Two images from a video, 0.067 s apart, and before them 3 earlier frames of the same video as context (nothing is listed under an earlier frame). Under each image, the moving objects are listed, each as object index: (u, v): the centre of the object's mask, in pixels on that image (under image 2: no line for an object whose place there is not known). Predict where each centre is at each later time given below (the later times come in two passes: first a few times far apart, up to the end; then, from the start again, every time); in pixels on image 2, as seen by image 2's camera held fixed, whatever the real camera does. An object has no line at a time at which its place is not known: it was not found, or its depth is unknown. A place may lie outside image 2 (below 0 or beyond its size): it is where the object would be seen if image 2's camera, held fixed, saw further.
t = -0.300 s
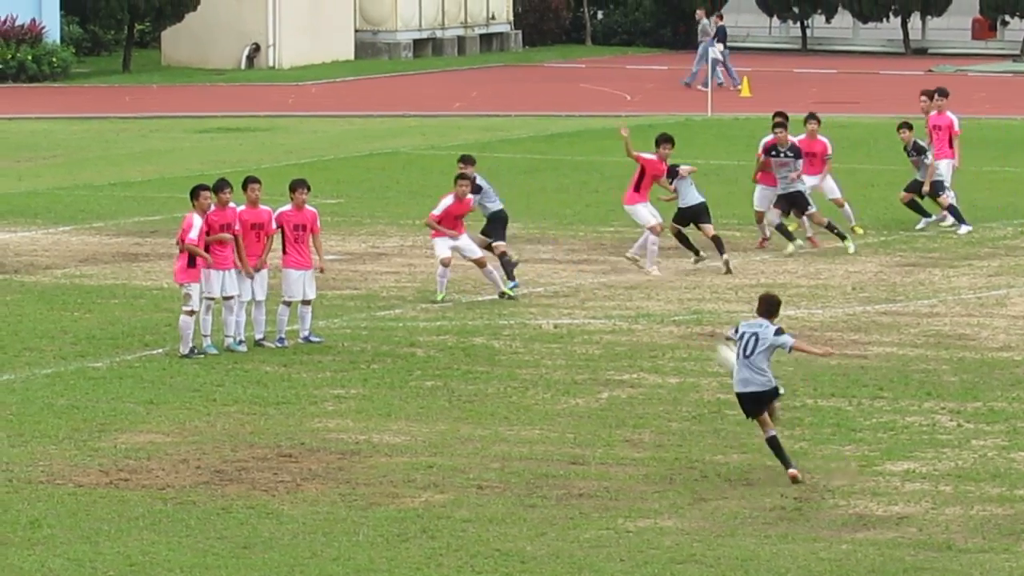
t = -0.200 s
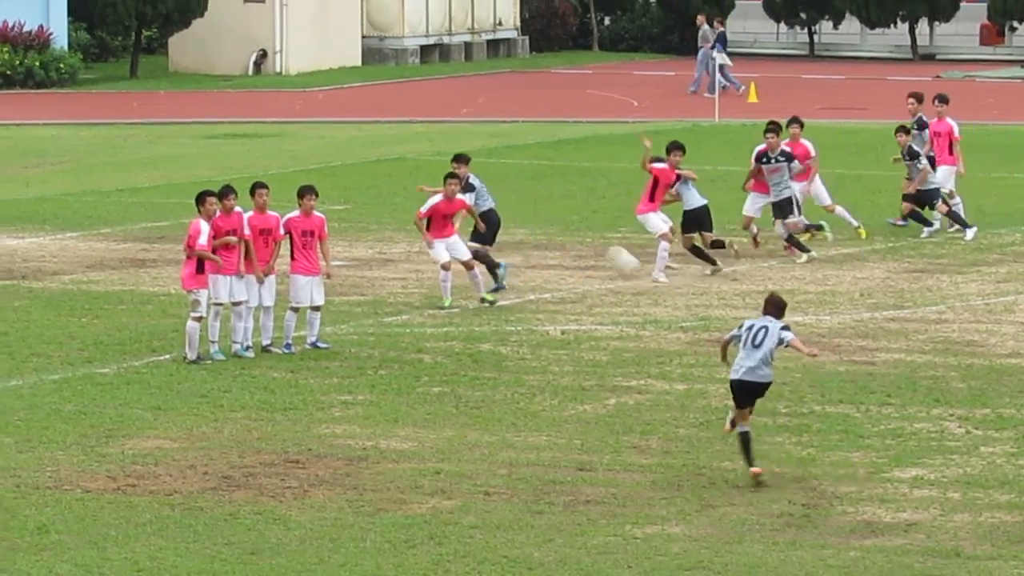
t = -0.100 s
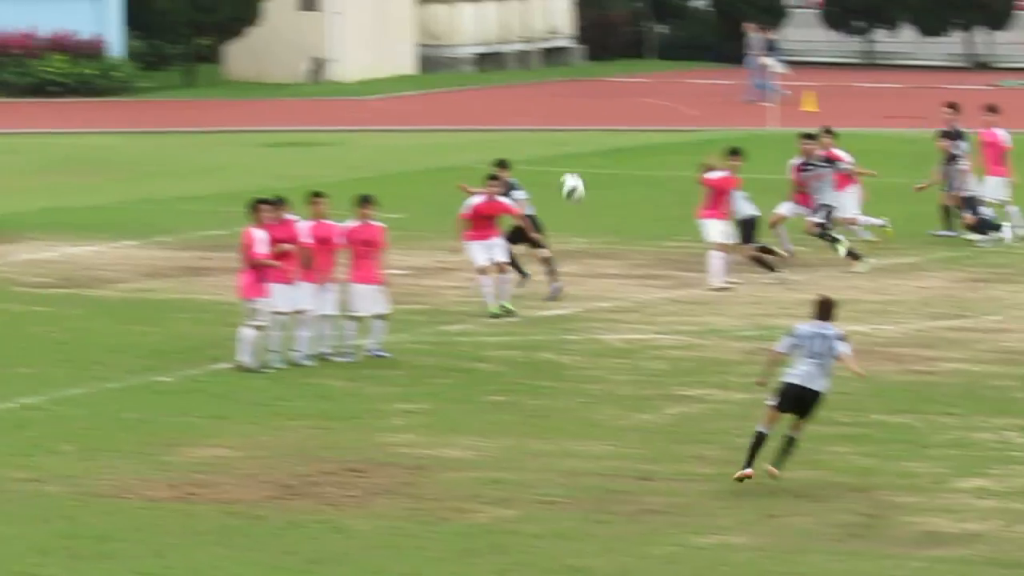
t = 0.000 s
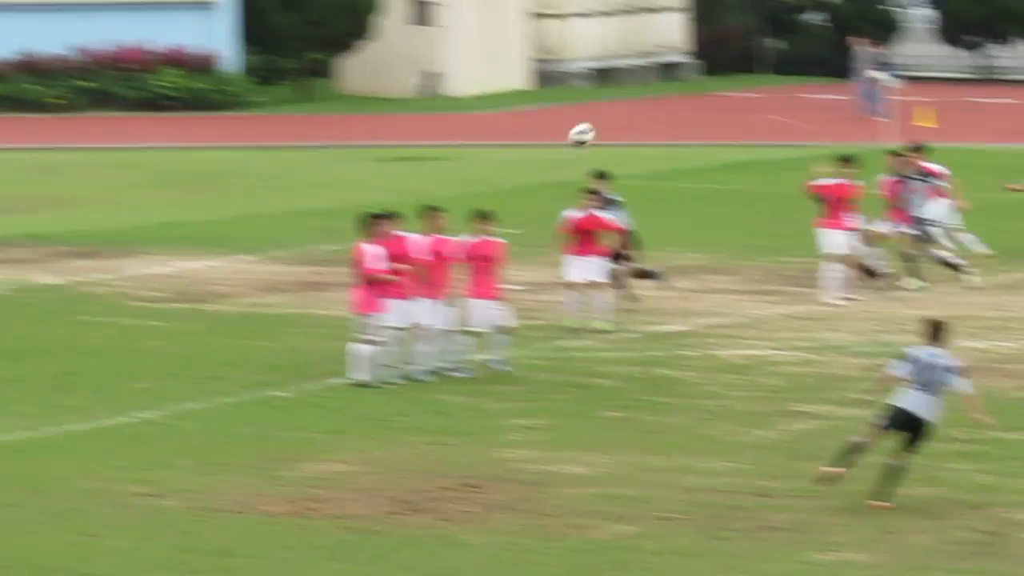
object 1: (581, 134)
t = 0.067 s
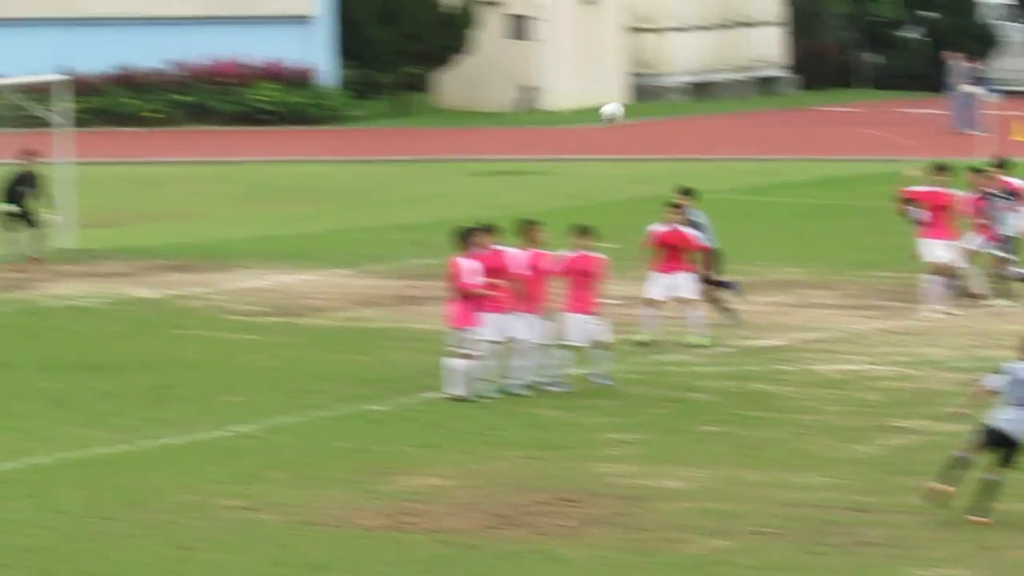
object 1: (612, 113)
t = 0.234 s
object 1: (464, 49)
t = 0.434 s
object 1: (293, 12)
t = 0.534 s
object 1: (214, 7)
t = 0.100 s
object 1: (583, 98)
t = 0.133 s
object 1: (554, 84)
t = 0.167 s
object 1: (524, 71)
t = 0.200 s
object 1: (494, 59)
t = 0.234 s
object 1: (464, 49)
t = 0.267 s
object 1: (434, 40)
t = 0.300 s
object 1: (405, 33)
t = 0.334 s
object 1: (377, 26)
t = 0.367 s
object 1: (350, 20)
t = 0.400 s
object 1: (321, 16)
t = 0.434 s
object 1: (293, 12)
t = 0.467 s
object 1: (267, 9)
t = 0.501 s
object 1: (240, 7)
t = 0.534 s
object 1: (214, 7)
